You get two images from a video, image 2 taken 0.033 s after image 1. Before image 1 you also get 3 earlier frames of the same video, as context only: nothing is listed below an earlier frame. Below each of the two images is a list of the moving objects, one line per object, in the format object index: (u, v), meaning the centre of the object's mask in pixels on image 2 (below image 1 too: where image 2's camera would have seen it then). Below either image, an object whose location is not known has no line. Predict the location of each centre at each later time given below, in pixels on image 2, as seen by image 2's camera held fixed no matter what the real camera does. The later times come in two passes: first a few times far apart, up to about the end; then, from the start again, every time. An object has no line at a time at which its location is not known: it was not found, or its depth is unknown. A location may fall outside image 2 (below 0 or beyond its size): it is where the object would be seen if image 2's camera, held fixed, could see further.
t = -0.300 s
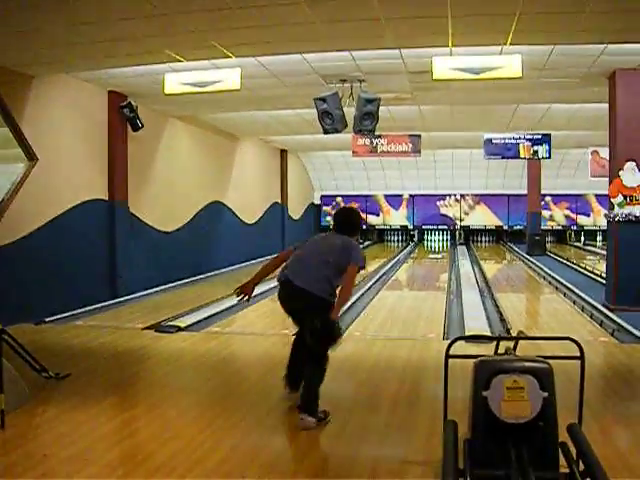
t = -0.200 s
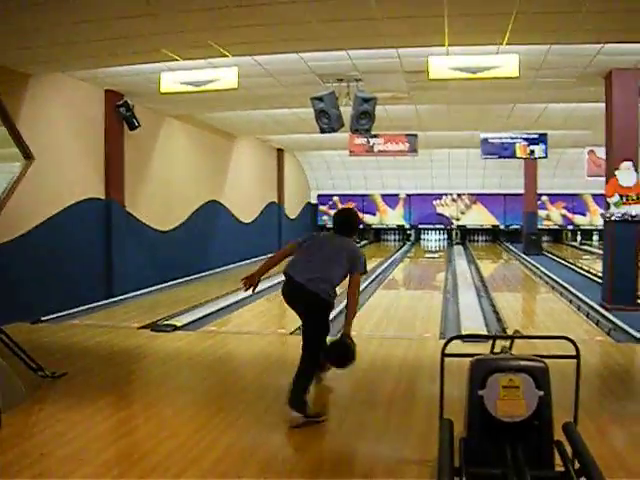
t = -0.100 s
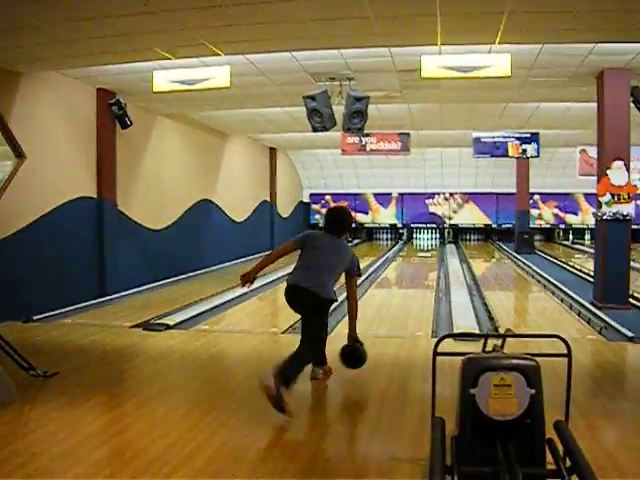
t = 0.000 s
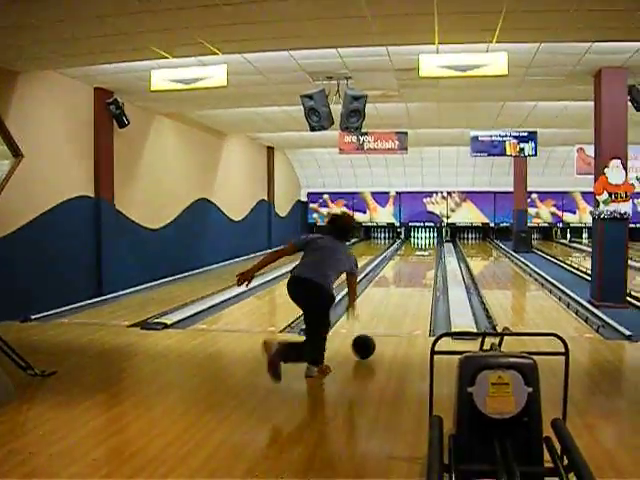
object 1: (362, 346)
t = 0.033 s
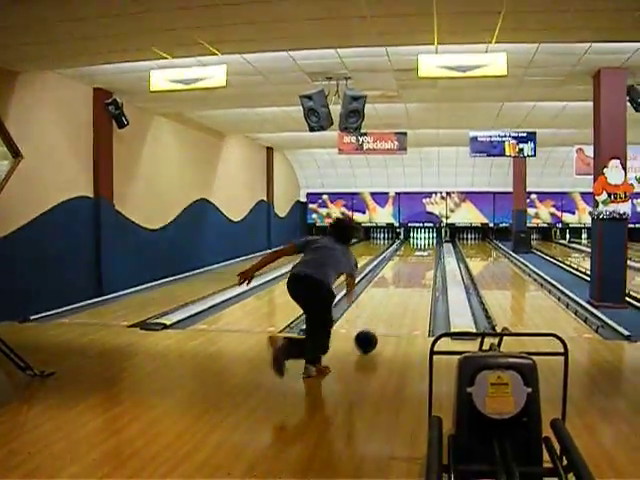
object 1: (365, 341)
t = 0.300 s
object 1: (384, 307)
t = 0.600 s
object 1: (395, 285)
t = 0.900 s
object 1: (402, 271)
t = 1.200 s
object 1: (407, 261)
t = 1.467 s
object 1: (411, 254)
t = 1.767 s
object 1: (414, 248)
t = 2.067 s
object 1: (416, 245)
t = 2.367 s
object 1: (416, 240)
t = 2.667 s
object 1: (417, 239)
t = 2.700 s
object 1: (417, 238)
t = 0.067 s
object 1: (368, 336)
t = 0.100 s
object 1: (371, 331)
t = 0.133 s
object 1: (374, 326)
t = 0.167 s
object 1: (376, 322)
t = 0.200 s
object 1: (378, 318)
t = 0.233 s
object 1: (380, 314)
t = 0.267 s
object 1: (382, 311)
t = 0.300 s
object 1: (384, 307)
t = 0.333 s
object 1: (385, 304)
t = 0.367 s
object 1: (387, 301)
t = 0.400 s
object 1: (388, 299)
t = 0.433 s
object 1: (389, 296)
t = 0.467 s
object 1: (390, 294)
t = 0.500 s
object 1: (392, 291)
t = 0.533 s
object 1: (393, 289)
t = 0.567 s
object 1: (394, 287)
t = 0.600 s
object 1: (395, 285)
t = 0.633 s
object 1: (396, 283)
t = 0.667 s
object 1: (397, 281)
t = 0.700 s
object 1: (398, 280)
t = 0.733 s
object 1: (399, 278)
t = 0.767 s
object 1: (399, 277)
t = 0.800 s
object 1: (400, 275)
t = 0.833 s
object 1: (401, 273)
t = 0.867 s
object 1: (402, 272)
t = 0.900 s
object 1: (402, 271)
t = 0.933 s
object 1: (403, 269)
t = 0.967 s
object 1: (403, 268)
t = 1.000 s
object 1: (404, 267)
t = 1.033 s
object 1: (405, 266)
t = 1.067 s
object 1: (405, 265)
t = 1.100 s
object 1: (406, 264)
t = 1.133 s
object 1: (406, 263)
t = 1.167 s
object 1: (407, 262)
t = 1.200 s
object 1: (407, 261)
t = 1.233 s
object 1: (407, 260)
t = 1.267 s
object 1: (408, 259)
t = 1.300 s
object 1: (408, 259)
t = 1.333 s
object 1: (408, 258)
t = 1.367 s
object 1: (409, 257)
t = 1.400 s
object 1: (410, 256)
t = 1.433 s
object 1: (411, 255)
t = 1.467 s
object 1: (411, 254)
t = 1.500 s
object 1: (411, 253)
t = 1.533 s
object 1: (412, 252)
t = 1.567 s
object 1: (412, 252)
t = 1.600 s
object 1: (412, 252)
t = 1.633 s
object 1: (413, 251)
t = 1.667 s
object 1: (413, 251)
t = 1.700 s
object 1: (413, 250)
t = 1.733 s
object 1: (413, 249)
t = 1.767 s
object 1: (414, 248)
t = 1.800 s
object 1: (413, 248)
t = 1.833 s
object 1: (414, 247)
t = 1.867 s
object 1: (414, 247)
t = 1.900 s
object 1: (414, 247)
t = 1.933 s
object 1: (414, 247)
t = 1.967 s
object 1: (415, 246)
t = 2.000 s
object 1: (416, 246)
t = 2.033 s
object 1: (416, 246)
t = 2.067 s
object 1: (416, 245)
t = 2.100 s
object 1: (416, 244)
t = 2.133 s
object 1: (415, 244)
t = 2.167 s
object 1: (416, 243)
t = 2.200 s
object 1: (415, 242)
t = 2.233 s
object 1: (415, 242)
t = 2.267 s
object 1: (415, 241)
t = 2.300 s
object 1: (415, 241)
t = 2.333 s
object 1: (415, 241)
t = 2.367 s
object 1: (416, 240)
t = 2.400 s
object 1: (416, 240)
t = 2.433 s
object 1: (417, 240)
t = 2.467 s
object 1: (416, 239)
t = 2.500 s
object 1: (417, 239)
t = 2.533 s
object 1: (417, 239)
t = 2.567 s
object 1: (417, 239)
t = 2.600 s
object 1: (417, 239)
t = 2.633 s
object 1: (417, 239)
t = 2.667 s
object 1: (417, 239)
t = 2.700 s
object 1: (417, 238)
